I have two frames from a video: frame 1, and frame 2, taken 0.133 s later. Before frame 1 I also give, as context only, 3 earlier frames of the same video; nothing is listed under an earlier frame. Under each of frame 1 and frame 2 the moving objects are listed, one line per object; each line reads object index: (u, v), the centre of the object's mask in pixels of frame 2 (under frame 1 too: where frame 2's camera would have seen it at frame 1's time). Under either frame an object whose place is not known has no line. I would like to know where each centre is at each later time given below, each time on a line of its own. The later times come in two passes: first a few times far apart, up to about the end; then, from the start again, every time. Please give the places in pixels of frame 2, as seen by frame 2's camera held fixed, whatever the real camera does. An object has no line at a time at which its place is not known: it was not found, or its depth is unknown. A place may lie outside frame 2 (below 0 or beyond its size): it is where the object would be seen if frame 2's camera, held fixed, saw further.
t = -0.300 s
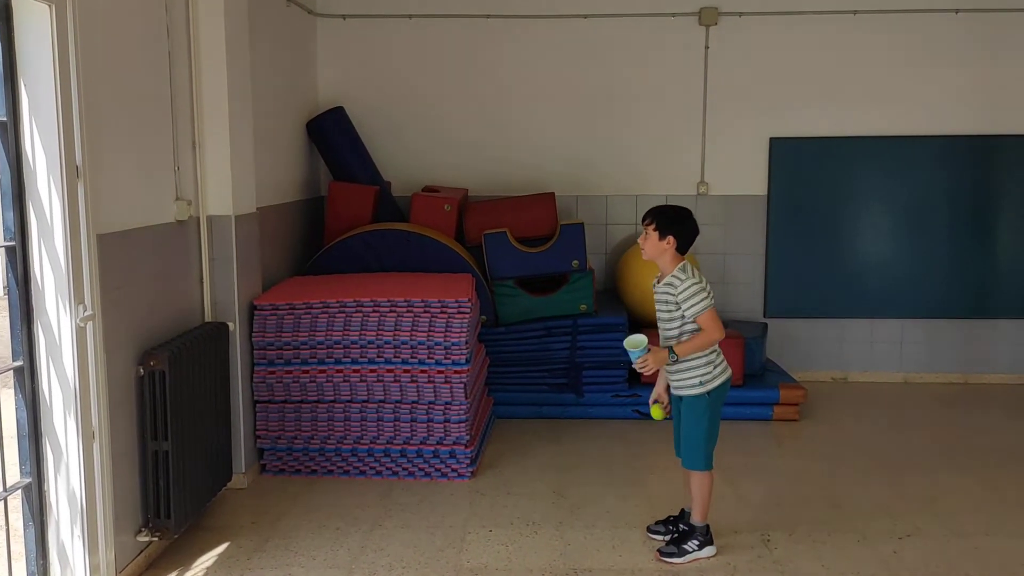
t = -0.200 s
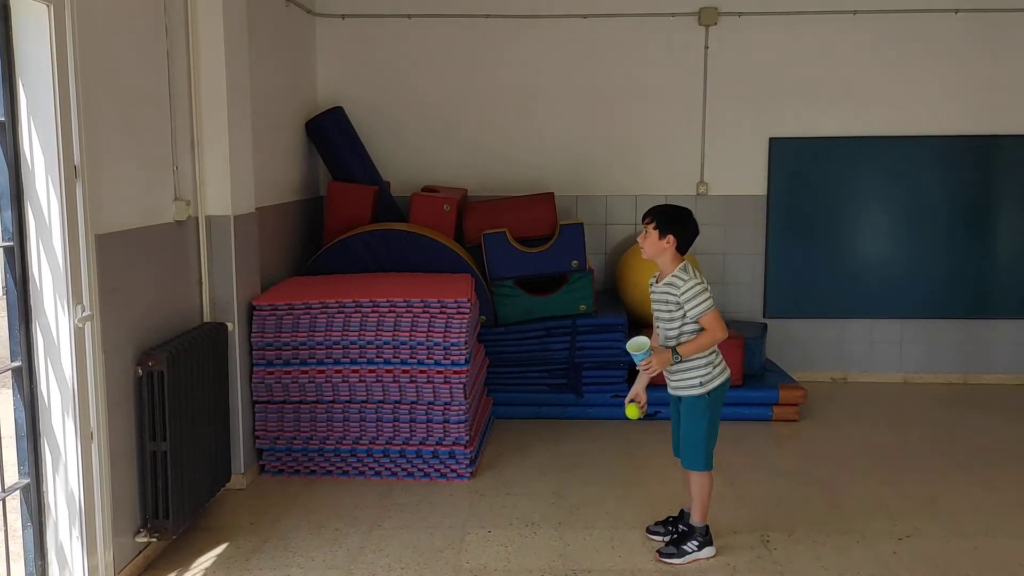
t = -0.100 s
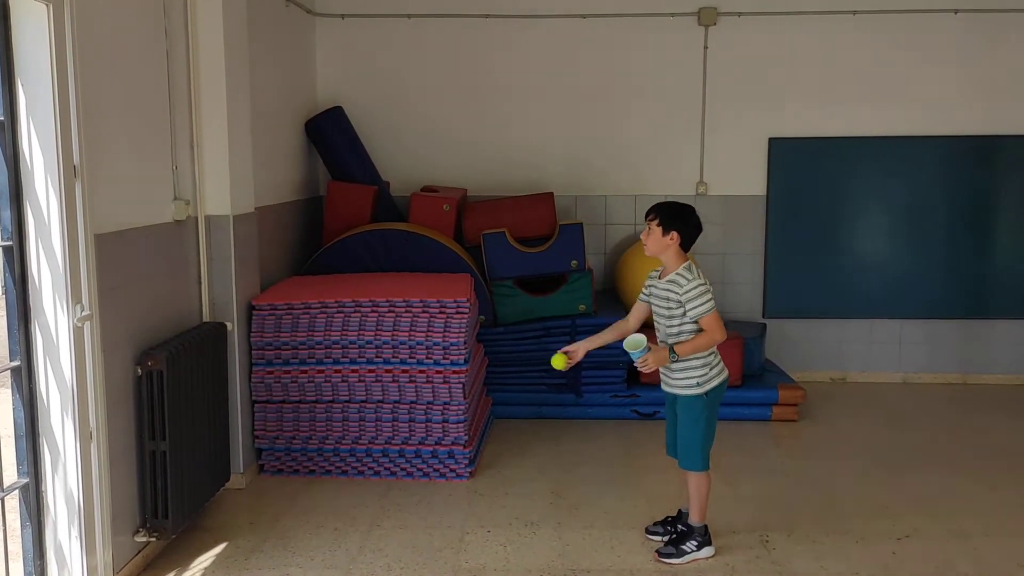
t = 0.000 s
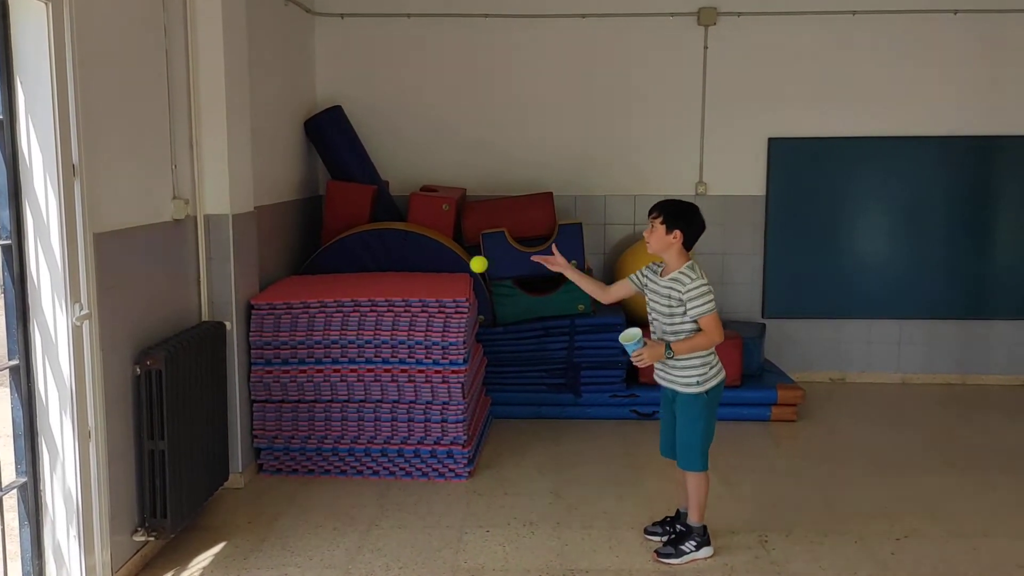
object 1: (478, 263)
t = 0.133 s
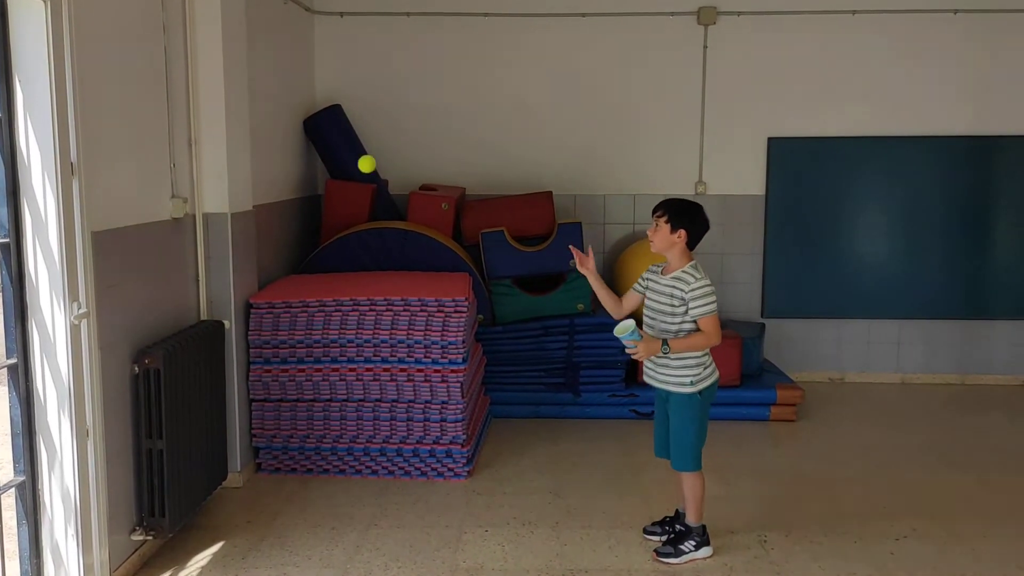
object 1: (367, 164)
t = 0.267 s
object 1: (250, 106)
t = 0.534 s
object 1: (203, 120)
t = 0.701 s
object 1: (322, 224)
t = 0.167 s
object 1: (338, 145)
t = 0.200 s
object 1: (309, 129)
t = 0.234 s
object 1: (280, 116)
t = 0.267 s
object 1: (250, 106)
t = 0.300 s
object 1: (220, 98)
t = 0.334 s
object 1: (190, 94)
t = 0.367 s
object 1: (160, 93)
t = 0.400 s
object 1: (129, 94)
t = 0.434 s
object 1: (132, 97)
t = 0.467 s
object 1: (156, 102)
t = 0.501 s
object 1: (179, 109)
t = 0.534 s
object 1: (203, 120)
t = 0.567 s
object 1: (226, 135)
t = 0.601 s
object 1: (251, 152)
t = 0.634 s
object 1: (274, 173)
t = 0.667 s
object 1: (298, 197)
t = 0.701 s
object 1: (322, 224)
